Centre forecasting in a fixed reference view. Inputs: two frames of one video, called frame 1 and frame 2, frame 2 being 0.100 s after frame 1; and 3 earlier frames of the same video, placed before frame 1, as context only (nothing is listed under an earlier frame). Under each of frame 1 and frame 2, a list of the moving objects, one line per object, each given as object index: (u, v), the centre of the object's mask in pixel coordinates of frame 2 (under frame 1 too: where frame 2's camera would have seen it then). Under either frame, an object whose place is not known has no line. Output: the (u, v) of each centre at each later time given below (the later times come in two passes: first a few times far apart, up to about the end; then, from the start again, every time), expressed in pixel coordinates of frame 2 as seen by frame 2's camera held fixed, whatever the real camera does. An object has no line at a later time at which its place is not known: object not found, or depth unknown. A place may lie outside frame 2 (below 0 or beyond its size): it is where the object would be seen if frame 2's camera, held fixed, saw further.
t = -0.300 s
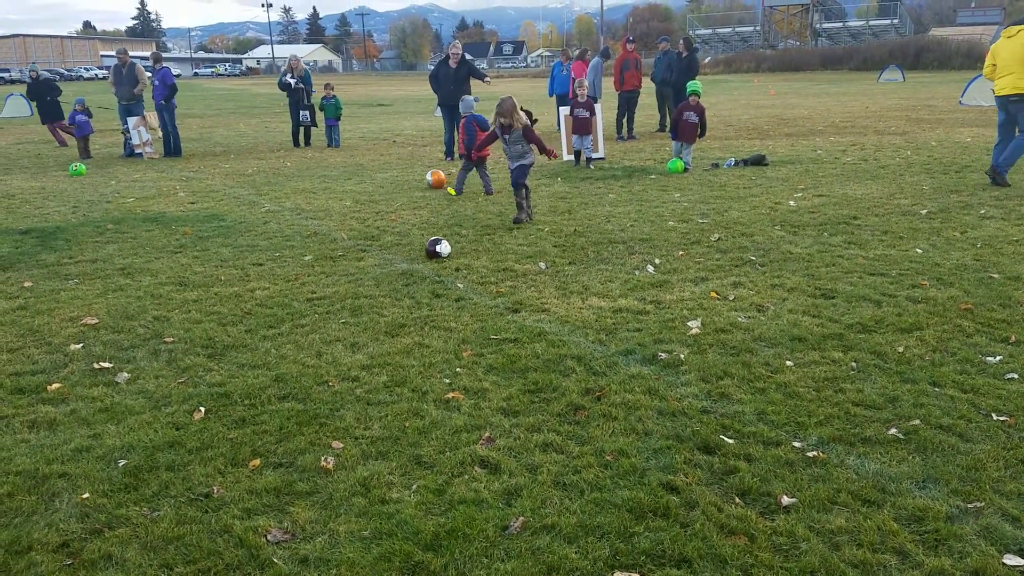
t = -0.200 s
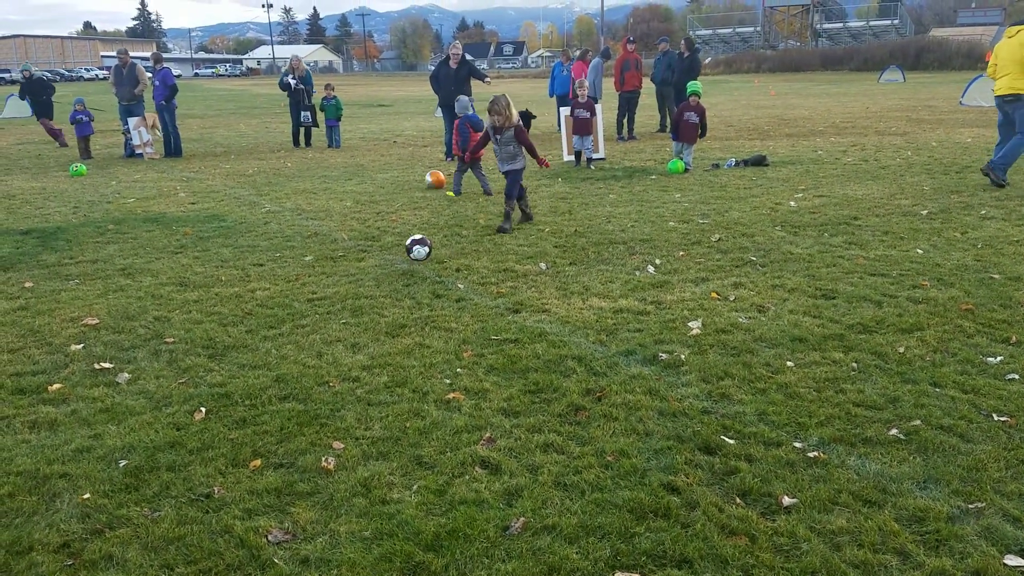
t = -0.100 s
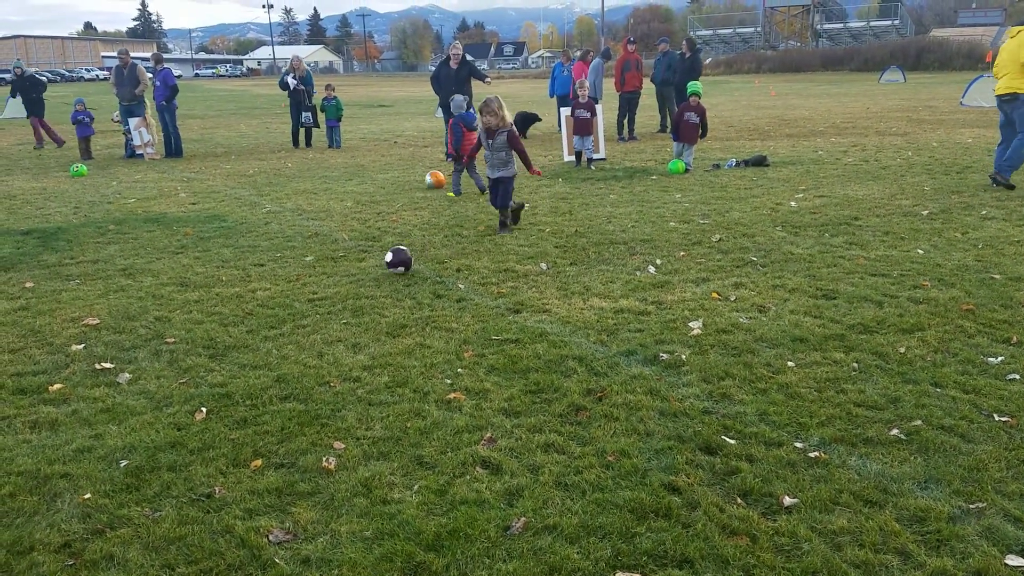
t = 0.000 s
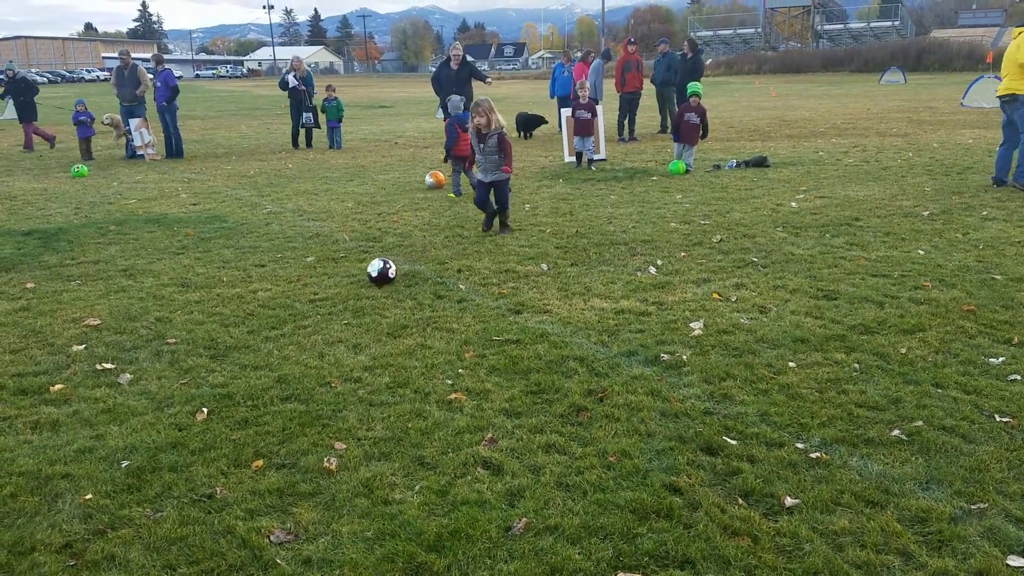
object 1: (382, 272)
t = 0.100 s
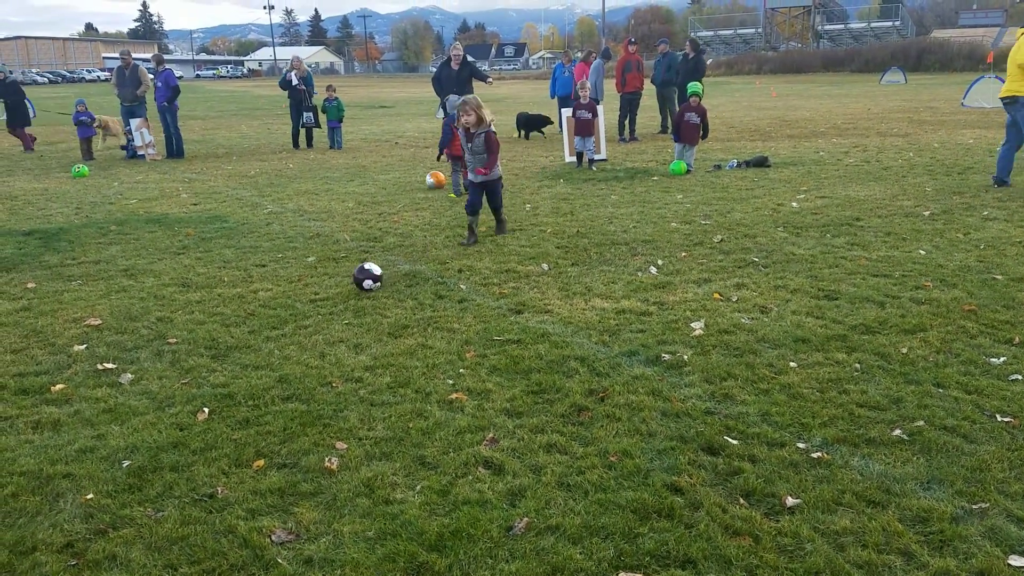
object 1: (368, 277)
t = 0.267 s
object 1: (343, 289)
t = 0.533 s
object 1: (309, 306)
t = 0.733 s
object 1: (284, 319)
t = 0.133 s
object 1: (362, 280)
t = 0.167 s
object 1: (357, 283)
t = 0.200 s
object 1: (352, 285)
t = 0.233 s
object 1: (348, 287)
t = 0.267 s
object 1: (343, 289)
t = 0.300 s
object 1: (338, 292)
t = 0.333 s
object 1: (334, 295)
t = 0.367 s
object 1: (329, 297)
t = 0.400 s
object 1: (325, 299)
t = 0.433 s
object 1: (321, 299)
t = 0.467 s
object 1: (317, 301)
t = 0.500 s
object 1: (313, 303)
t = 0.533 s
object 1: (309, 306)
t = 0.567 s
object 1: (305, 310)
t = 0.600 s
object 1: (300, 313)
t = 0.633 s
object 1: (296, 314)
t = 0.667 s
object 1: (293, 314)
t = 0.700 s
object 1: (288, 316)
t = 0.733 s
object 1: (284, 319)
